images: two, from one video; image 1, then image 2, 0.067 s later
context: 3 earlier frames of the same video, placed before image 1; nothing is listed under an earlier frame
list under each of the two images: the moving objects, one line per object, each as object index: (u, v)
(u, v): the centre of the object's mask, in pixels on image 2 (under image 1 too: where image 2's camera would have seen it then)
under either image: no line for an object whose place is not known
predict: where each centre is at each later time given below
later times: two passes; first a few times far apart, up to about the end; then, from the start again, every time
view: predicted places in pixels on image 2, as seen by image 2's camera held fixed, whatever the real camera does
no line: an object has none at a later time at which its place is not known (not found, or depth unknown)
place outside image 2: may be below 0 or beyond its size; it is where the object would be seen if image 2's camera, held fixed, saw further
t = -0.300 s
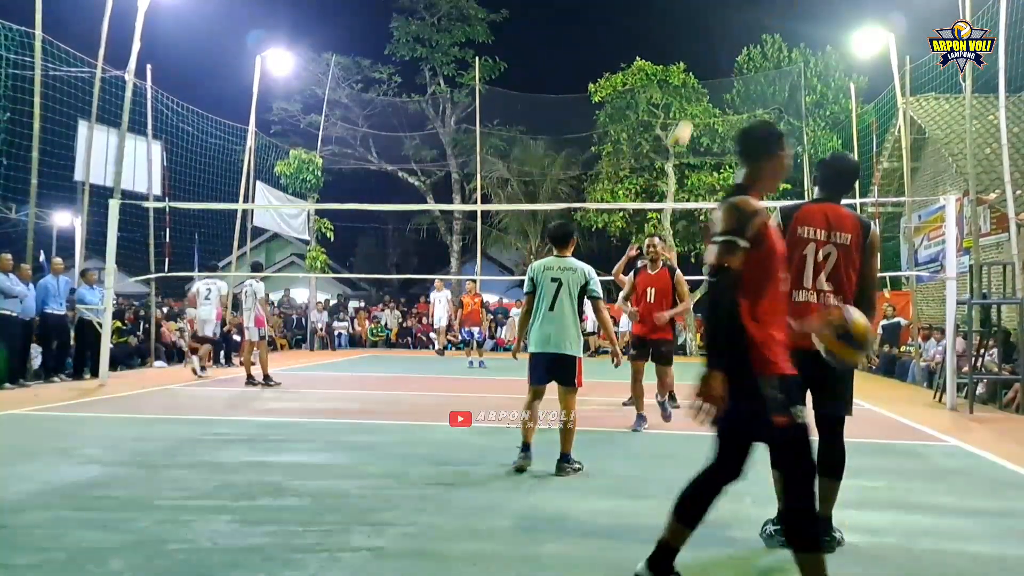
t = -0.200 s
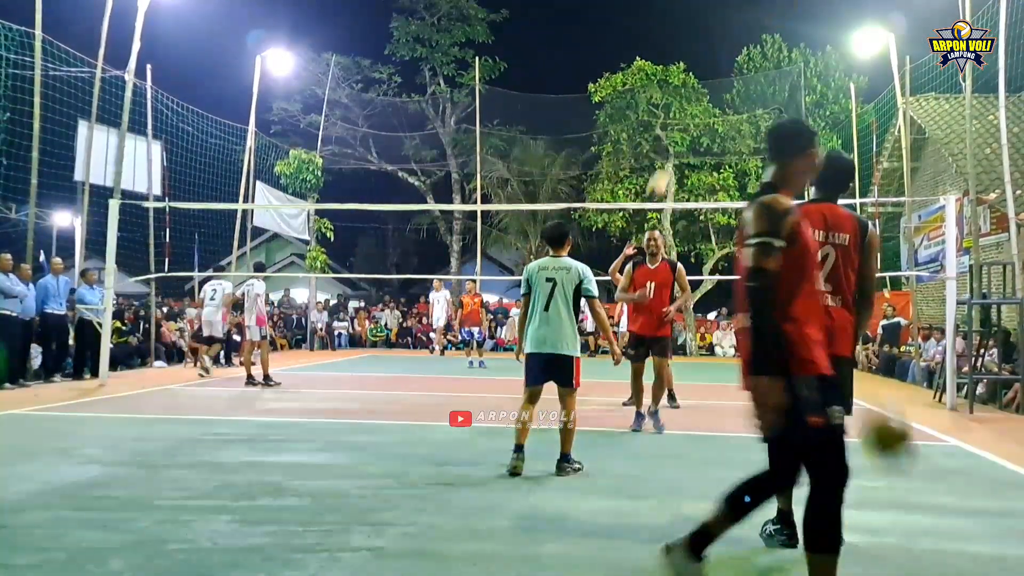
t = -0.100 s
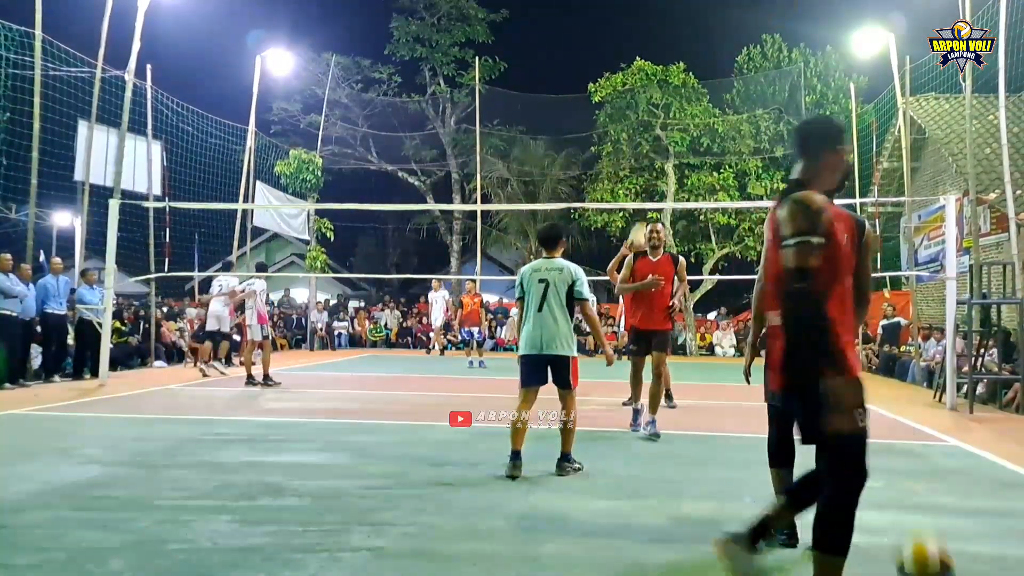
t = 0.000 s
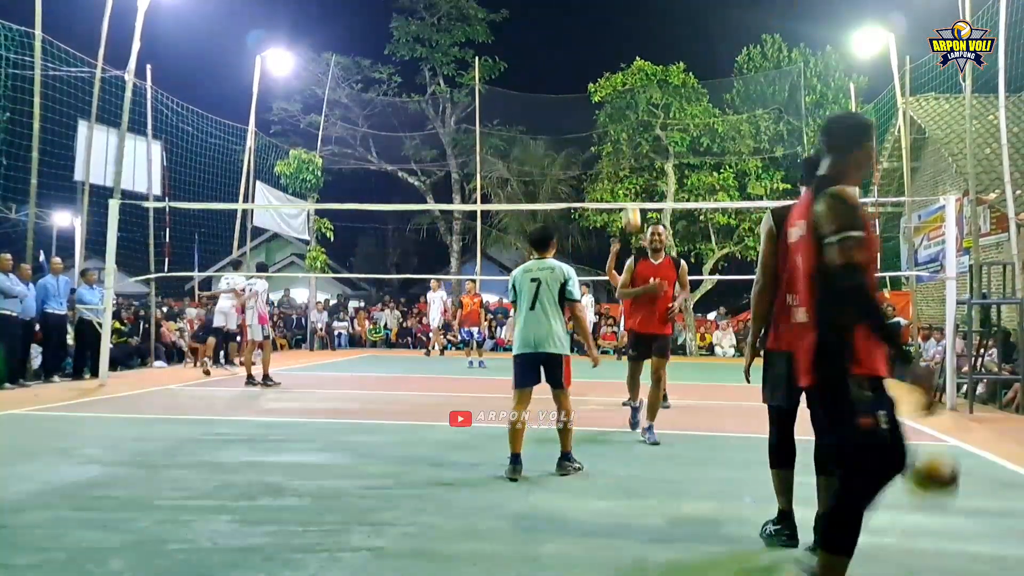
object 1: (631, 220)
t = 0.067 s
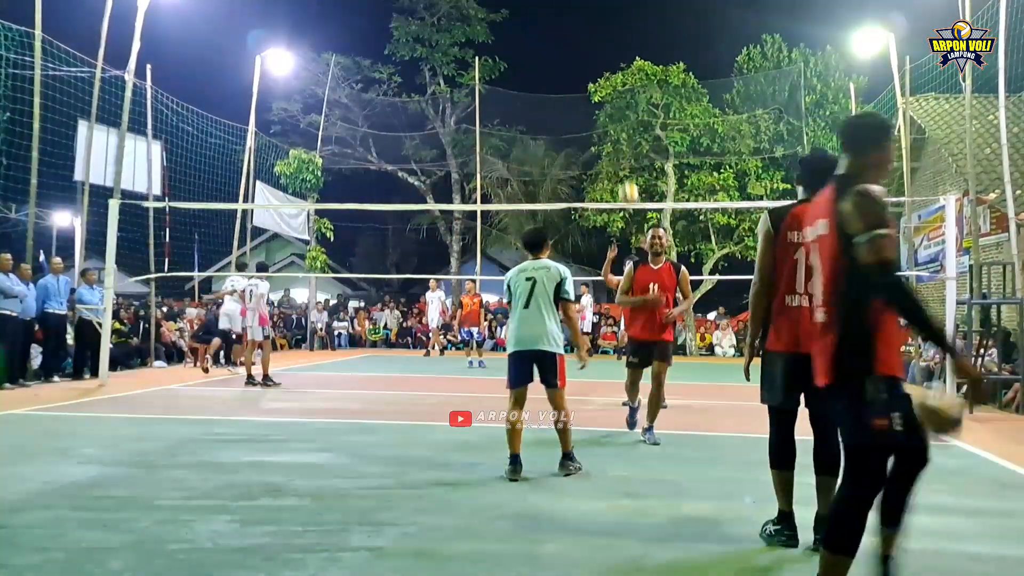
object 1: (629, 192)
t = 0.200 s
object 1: (623, 155)
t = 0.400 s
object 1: (613, 120)
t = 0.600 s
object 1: (601, 123)
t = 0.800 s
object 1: (588, 172)
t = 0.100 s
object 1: (627, 182)
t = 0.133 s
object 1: (626, 172)
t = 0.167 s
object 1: (624, 163)
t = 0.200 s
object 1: (623, 155)
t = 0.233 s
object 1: (621, 146)
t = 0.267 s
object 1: (619, 139)
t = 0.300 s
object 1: (618, 133)
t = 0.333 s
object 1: (616, 127)
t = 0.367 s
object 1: (615, 124)
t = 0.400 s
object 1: (613, 120)
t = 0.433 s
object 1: (611, 117)
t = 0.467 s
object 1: (609, 116)
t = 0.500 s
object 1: (607, 116)
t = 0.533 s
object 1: (605, 117)
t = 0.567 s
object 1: (603, 119)
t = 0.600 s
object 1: (601, 123)
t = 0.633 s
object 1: (599, 128)
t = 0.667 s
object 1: (597, 133)
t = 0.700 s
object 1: (595, 141)
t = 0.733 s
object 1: (593, 150)
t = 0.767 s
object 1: (590, 161)
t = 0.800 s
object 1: (588, 172)
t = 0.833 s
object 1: (585, 187)
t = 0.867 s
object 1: (582, 203)
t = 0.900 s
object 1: (579, 223)
